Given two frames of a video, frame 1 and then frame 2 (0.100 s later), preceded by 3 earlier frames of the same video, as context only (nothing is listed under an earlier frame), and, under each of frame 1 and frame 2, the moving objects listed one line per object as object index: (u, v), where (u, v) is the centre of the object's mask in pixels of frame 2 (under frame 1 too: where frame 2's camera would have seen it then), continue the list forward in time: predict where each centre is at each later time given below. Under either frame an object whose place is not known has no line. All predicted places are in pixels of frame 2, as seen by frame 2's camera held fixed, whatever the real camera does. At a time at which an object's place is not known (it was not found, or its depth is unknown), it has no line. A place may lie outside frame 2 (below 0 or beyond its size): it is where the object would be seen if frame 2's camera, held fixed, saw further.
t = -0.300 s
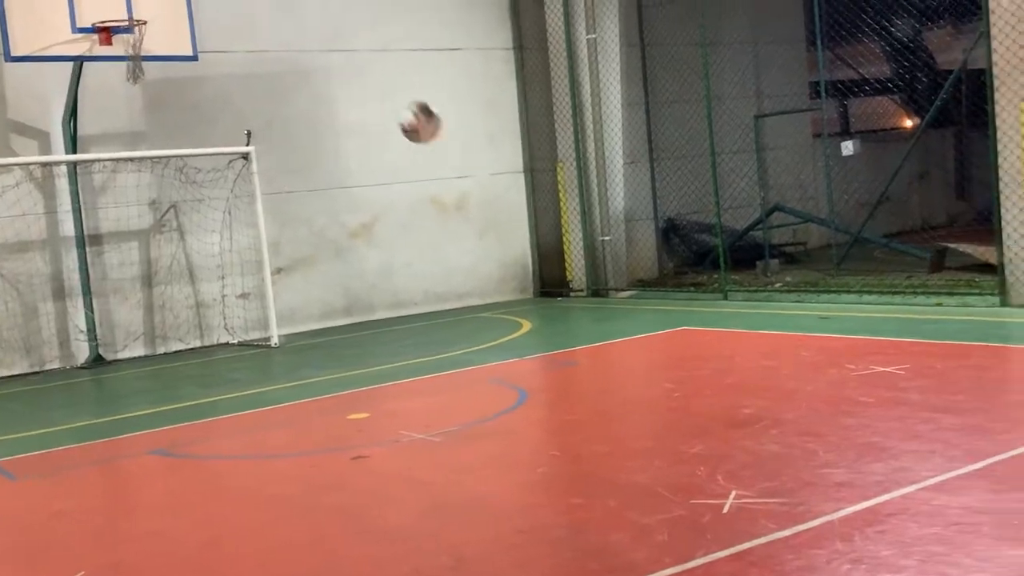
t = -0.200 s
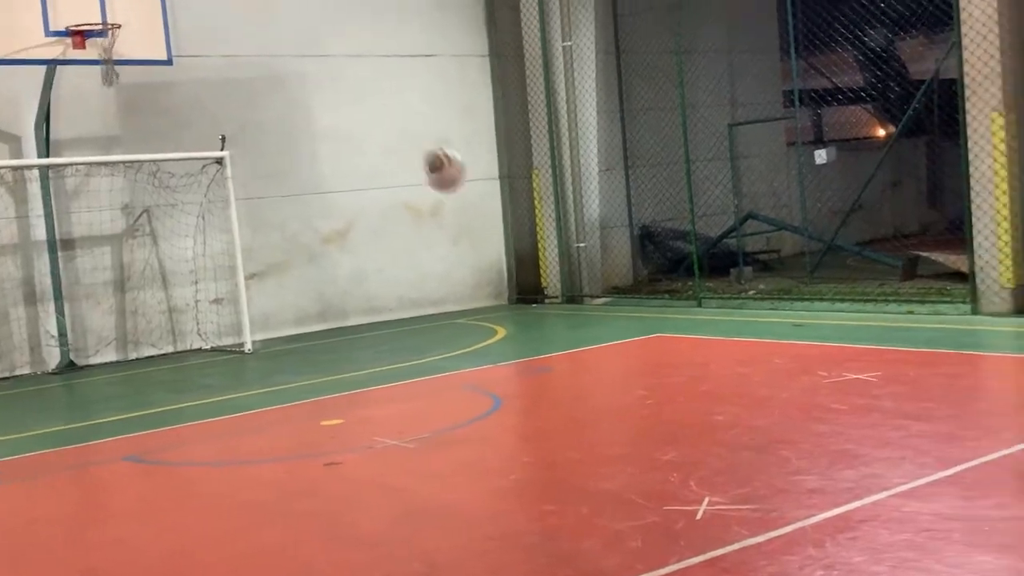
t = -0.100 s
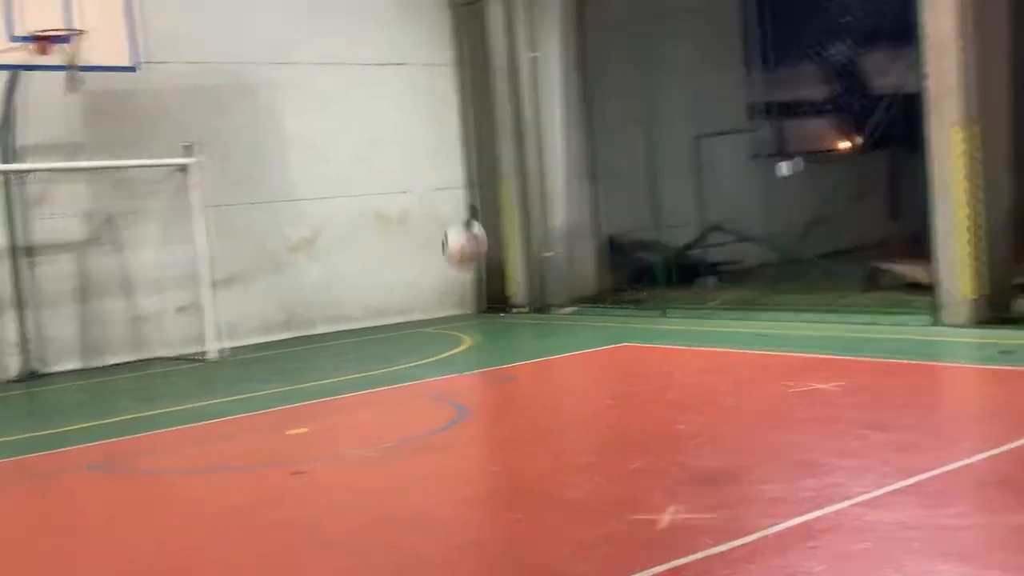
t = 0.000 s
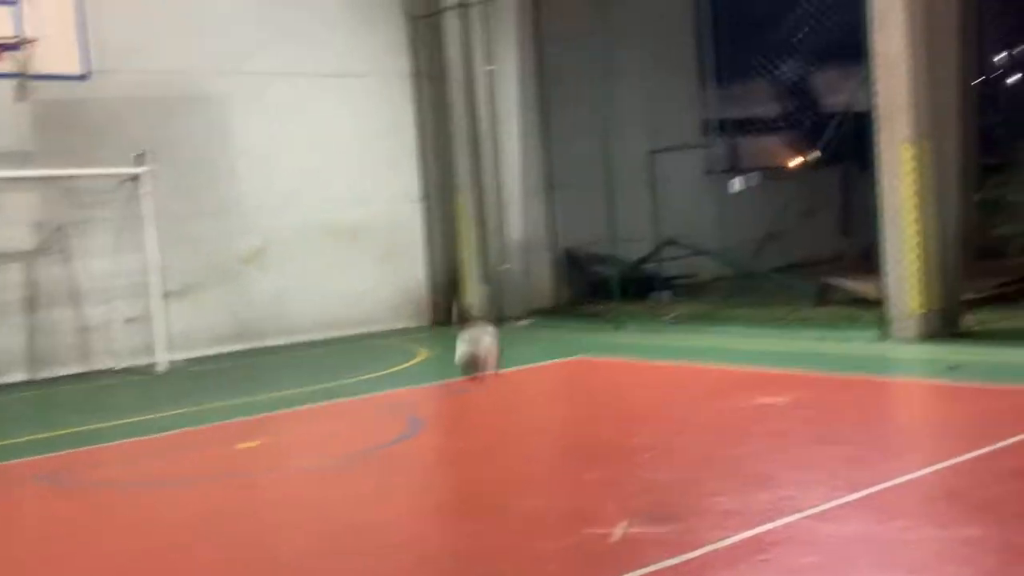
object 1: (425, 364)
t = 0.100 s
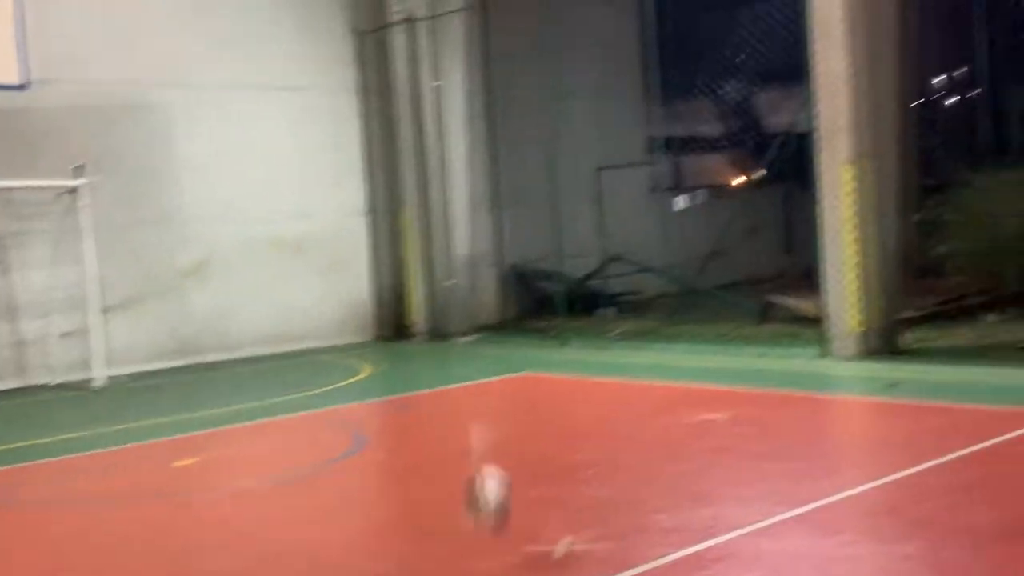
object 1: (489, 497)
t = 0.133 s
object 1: (510, 545)
